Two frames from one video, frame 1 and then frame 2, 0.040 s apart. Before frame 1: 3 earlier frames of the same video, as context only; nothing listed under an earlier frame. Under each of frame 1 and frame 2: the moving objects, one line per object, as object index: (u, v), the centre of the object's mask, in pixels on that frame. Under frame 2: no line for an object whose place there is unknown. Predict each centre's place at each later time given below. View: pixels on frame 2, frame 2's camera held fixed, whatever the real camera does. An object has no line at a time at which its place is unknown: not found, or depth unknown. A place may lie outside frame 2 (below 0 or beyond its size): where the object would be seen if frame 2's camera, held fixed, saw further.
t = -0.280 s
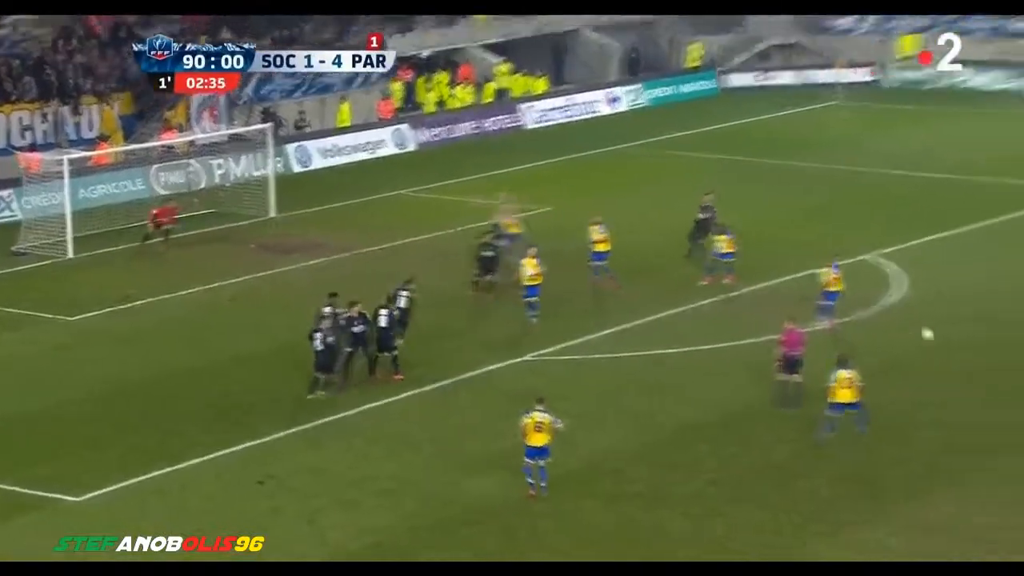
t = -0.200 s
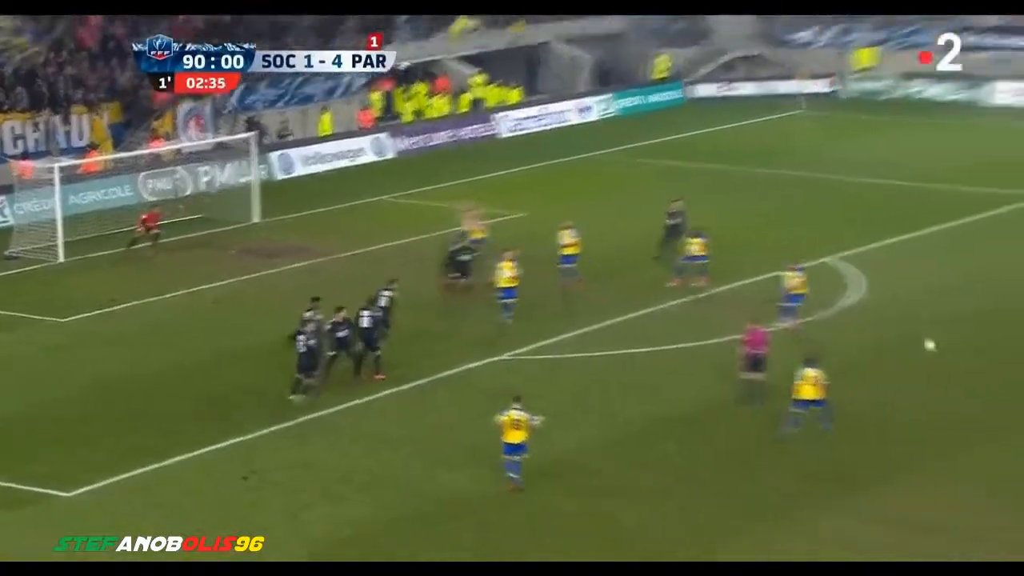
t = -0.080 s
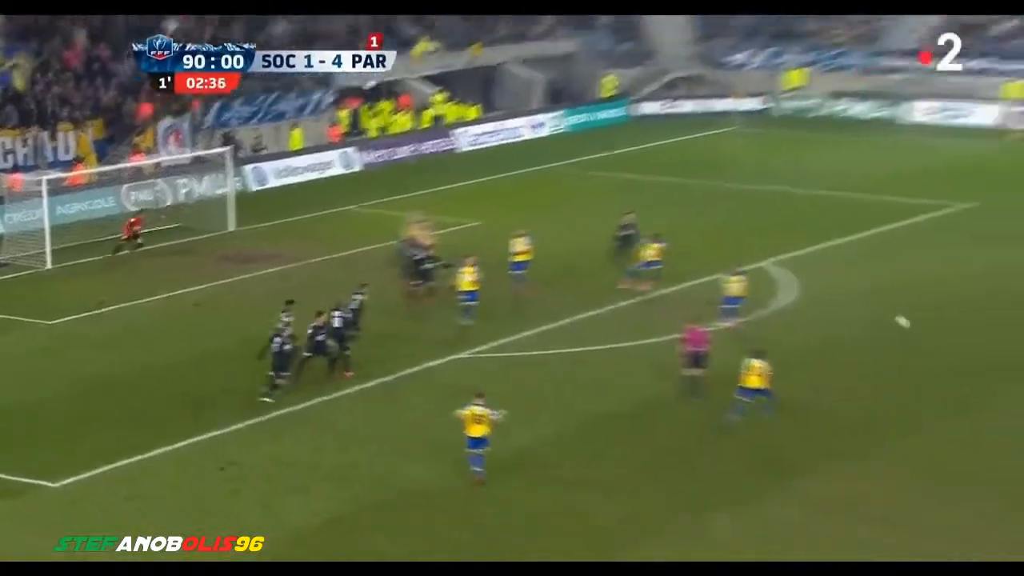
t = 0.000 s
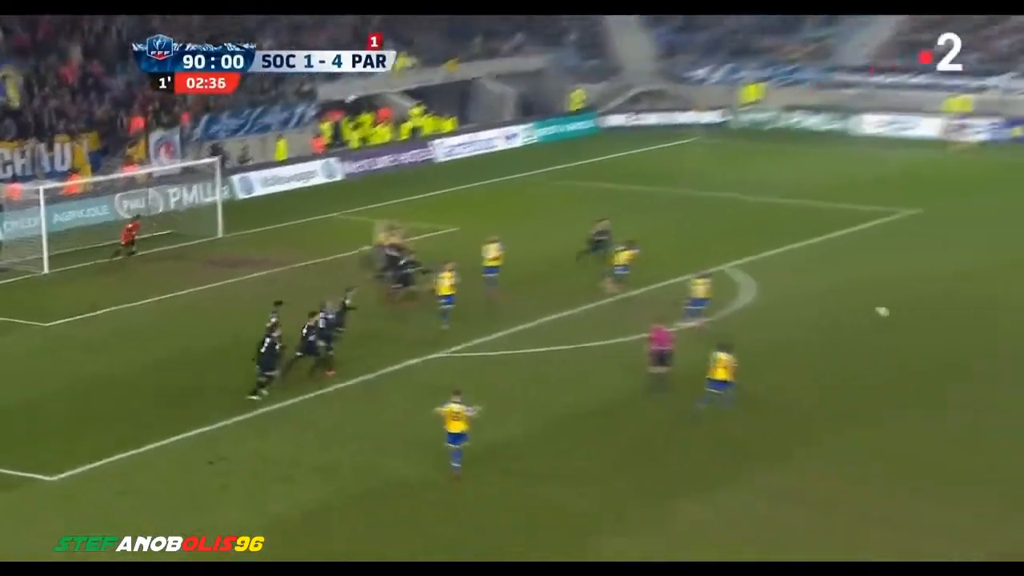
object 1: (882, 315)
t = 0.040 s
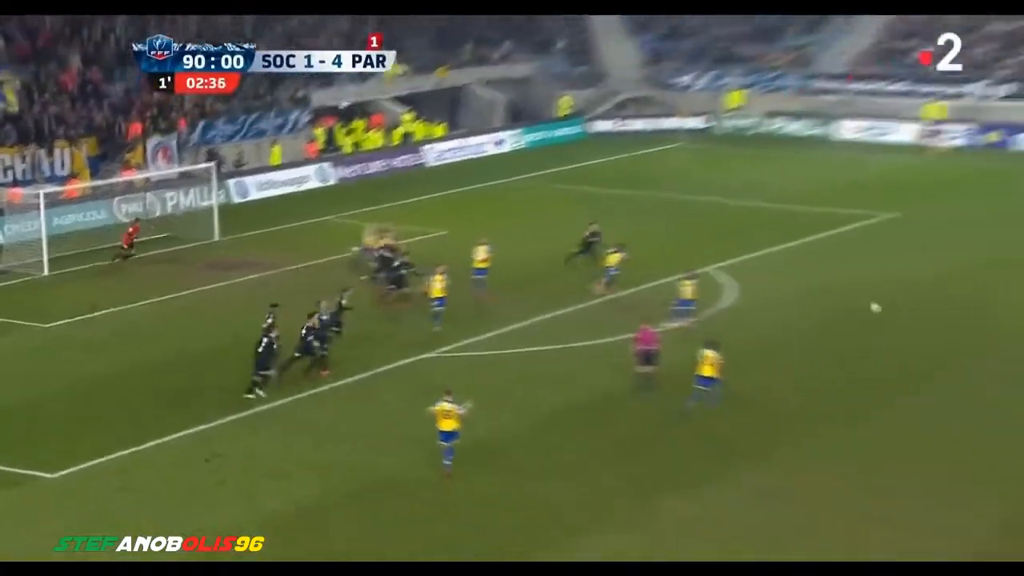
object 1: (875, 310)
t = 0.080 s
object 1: (888, 306)
